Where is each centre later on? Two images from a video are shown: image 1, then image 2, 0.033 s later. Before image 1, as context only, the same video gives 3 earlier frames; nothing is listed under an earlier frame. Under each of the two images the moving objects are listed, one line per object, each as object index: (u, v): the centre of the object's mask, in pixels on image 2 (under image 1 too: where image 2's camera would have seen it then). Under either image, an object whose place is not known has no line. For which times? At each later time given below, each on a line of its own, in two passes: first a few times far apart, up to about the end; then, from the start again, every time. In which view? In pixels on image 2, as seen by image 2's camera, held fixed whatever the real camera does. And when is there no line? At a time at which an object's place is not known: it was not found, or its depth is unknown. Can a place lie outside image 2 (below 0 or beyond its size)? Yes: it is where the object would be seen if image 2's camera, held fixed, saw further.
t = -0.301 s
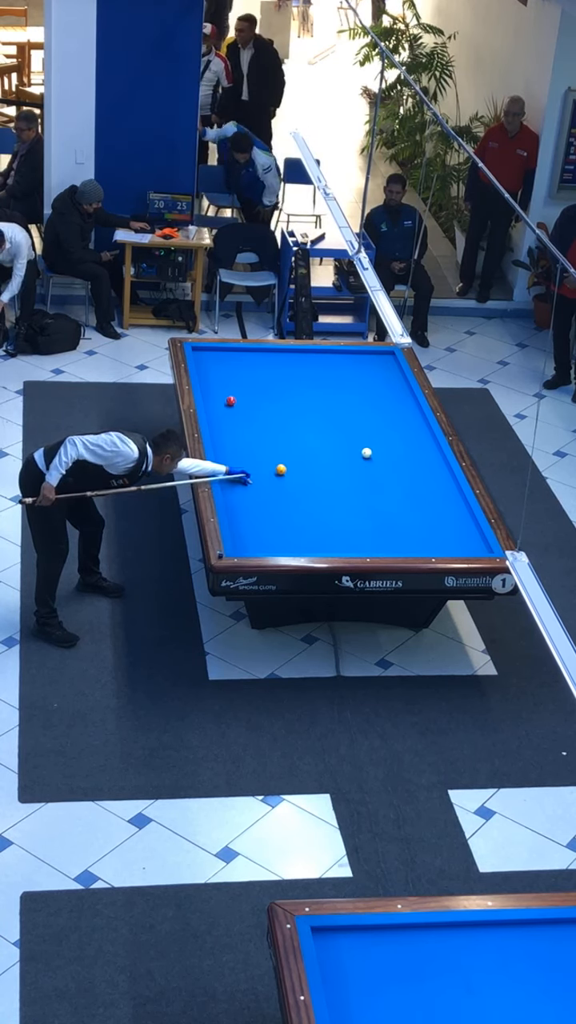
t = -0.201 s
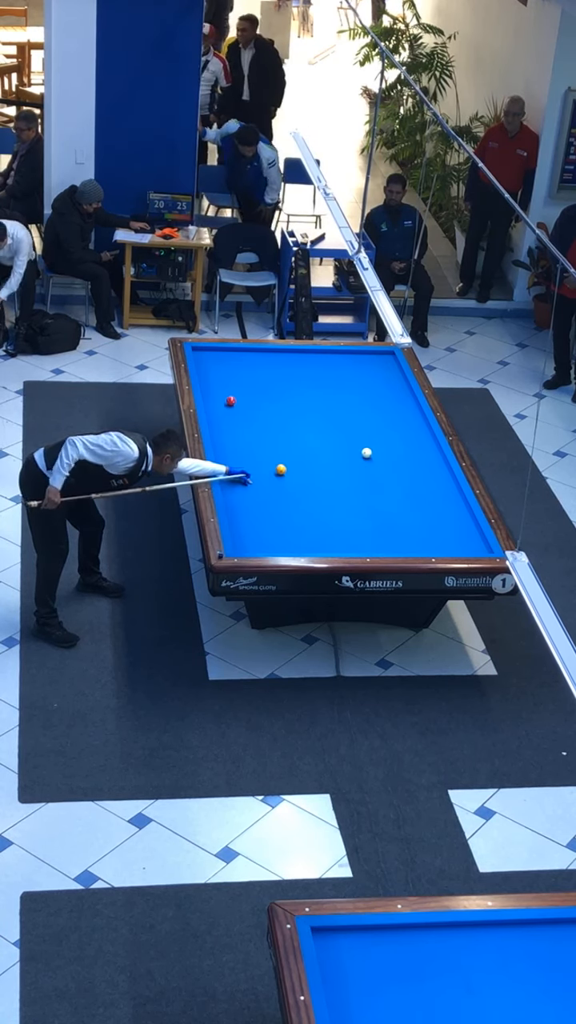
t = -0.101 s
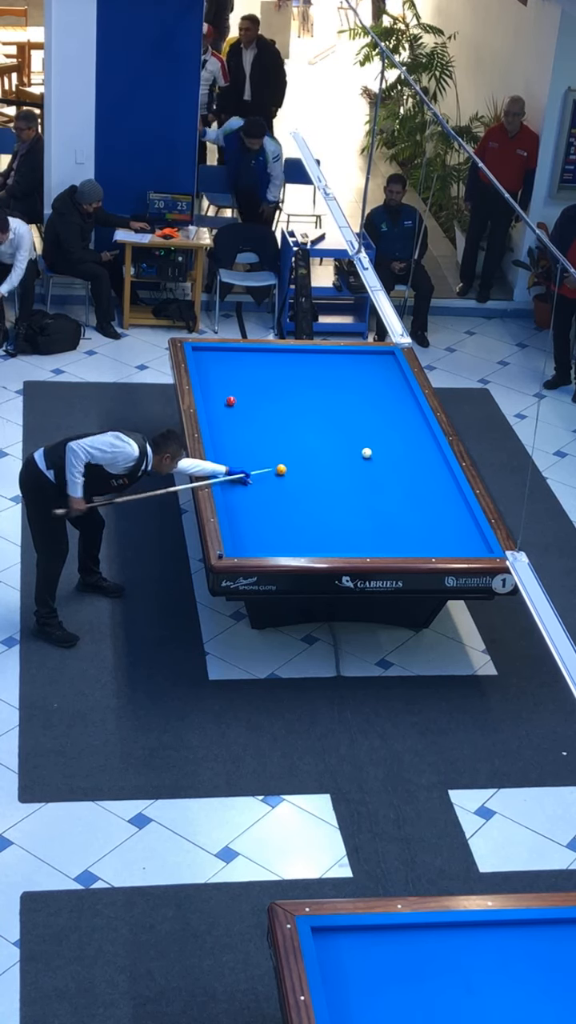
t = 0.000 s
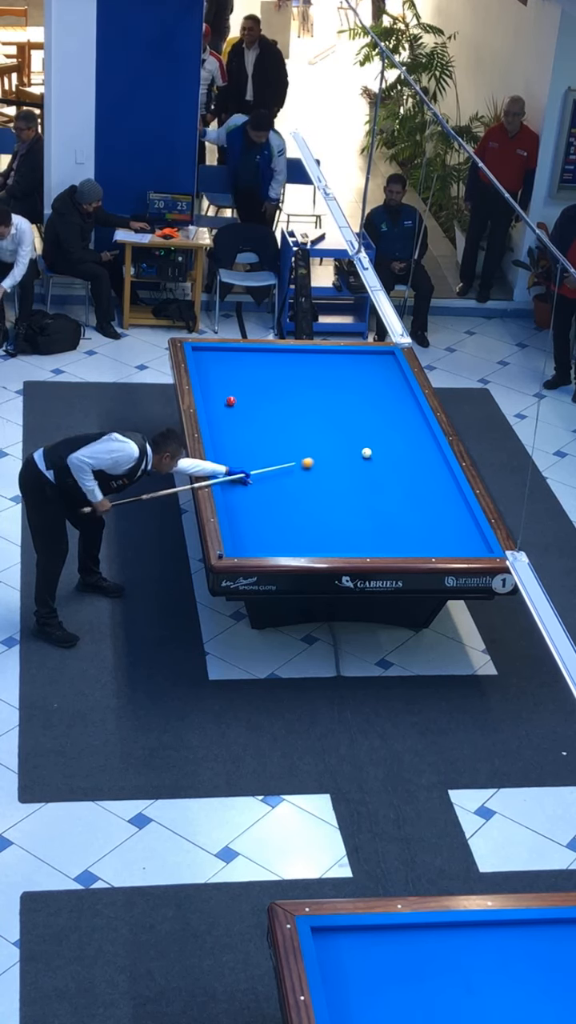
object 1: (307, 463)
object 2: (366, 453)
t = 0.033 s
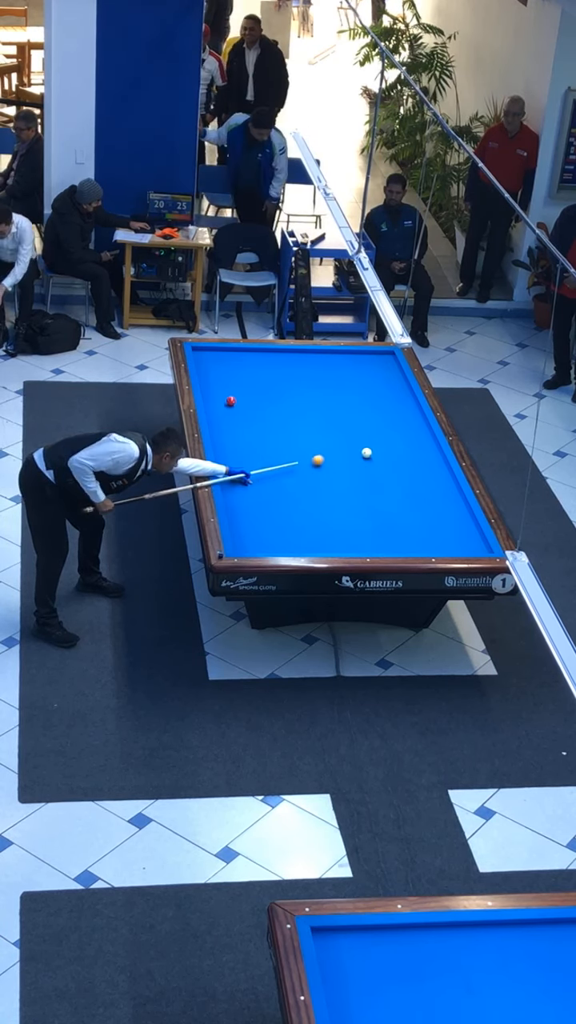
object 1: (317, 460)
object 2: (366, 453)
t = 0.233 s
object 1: (365, 443)
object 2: (379, 456)
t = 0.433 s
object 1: (394, 423)
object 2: (409, 462)
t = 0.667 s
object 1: (405, 402)
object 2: (439, 468)
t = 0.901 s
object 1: (374, 385)
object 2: (436, 472)
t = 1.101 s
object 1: (350, 372)
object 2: (425, 475)
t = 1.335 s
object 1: (324, 357)
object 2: (412, 479)
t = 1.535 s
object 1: (305, 355)
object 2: (401, 481)
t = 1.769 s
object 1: (286, 363)
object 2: (389, 485)
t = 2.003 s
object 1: (266, 371)
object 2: (377, 488)
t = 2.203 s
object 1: (249, 378)
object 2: (366, 491)
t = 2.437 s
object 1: (228, 386)
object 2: (354, 493)
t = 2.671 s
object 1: (208, 394)
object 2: (343, 496)
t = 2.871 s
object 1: (216, 401)
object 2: (333, 499)
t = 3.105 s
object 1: (231, 409)
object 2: (322, 502)
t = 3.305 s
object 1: (243, 417)
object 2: (313, 504)
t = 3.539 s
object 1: (257, 425)
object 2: (302, 507)
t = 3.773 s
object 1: (272, 434)
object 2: (292, 509)
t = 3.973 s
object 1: (284, 441)
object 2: (283, 512)
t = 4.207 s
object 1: (299, 449)
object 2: (273, 514)
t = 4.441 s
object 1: (313, 458)
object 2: (264, 516)
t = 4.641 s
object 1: (325, 465)
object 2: (256, 518)
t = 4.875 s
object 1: (339, 473)
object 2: (247, 521)
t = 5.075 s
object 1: (351, 480)
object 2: (240, 522)
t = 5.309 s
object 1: (365, 489)
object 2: (234, 524)
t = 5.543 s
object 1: (379, 497)
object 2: (239, 525)
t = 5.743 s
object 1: (390, 504)
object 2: (242, 527)
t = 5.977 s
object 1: (404, 512)
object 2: (247, 528)
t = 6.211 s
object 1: (417, 520)
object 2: (250, 529)
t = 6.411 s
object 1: (429, 527)
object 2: (253, 529)
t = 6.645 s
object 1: (442, 535)
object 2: (256, 530)
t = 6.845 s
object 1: (453, 542)
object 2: (258, 530)
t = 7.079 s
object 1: (466, 549)
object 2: (260, 531)
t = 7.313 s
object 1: (473, 548)
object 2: (262, 531)
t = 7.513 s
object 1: (478, 545)
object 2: (263, 531)
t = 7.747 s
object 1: (481, 541)
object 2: (263, 532)
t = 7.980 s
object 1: (476, 538)
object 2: (263, 532)
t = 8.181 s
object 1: (471, 535)
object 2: (263, 532)
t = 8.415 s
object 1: (467, 532)
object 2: (263, 532)
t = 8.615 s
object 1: (463, 530)
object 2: (263, 532)
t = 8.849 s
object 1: (458, 527)
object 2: (263, 532)
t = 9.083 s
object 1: (454, 525)
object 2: (264, 532)
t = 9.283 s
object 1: (451, 523)
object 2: (263, 532)
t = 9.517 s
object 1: (448, 521)
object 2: (263, 532)
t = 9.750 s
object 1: (445, 519)
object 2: (263, 532)
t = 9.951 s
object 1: (442, 518)
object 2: (264, 532)
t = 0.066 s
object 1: (328, 458)
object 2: (366, 453)
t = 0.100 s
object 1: (338, 455)
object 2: (366, 453)
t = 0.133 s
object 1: (348, 453)
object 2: (366, 453)
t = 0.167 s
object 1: (357, 450)
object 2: (367, 453)
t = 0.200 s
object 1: (361, 446)
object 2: (374, 454)
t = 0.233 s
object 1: (365, 443)
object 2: (379, 456)
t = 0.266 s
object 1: (369, 439)
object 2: (385, 457)
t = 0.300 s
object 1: (374, 436)
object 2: (390, 458)
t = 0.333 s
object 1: (379, 432)
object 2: (395, 459)
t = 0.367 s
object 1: (384, 429)
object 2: (400, 460)
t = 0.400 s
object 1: (389, 426)
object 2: (404, 461)
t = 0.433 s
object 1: (394, 423)
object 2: (409, 462)
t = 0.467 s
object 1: (398, 419)
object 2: (413, 462)
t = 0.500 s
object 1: (403, 416)
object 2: (417, 463)
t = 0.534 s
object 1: (408, 413)
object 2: (422, 464)
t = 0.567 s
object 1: (412, 410)
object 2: (426, 465)
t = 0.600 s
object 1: (416, 407)
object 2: (431, 466)
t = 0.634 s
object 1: (411, 404)
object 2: (435, 467)
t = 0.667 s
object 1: (405, 402)
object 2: (439, 468)
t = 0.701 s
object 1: (400, 399)
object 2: (444, 469)
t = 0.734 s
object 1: (395, 397)
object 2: (447, 470)
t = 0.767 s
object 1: (390, 395)
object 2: (444, 470)
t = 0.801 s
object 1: (386, 392)
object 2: (441, 471)
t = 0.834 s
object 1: (382, 390)
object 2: (440, 471)
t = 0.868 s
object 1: (378, 388)
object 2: (438, 472)
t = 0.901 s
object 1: (374, 385)
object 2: (436, 472)
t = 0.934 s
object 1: (370, 383)
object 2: (434, 473)
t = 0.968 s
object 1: (366, 381)
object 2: (432, 473)
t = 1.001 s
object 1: (362, 379)
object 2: (430, 474)
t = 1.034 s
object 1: (358, 376)
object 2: (428, 474)
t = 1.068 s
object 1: (354, 374)
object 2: (427, 475)
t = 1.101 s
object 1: (350, 372)
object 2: (425, 475)
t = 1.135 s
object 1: (347, 370)
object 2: (423, 476)
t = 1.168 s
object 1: (343, 368)
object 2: (421, 476)
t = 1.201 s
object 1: (339, 366)
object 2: (419, 477)
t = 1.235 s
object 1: (335, 363)
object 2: (417, 477)
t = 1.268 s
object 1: (331, 361)
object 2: (416, 478)
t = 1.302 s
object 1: (328, 359)
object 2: (414, 478)
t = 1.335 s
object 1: (324, 357)
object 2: (412, 479)
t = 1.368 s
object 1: (320, 355)
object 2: (410, 479)
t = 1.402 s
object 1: (317, 353)
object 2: (408, 480)
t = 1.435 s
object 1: (313, 351)
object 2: (407, 480)
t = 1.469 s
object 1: (311, 352)
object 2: (405, 480)
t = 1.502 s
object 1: (308, 354)
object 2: (403, 481)
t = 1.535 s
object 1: (305, 355)
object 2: (401, 481)
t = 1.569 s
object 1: (302, 357)
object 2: (399, 482)
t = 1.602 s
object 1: (299, 358)
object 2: (398, 482)
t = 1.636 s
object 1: (297, 359)
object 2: (396, 483)
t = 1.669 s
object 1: (294, 360)
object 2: (394, 483)
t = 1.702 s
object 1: (291, 361)
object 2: (392, 484)
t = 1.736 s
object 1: (288, 362)
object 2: (391, 484)
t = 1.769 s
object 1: (286, 363)
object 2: (389, 485)
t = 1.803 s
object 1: (283, 364)
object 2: (387, 485)
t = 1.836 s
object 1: (280, 366)
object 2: (385, 486)
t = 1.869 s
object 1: (277, 367)
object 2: (384, 486)
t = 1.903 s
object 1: (274, 368)
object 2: (382, 487)
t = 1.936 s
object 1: (271, 369)
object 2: (380, 487)
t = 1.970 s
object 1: (269, 370)
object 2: (378, 487)
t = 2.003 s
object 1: (266, 371)
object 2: (377, 488)
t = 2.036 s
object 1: (263, 372)
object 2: (375, 488)
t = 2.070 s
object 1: (260, 373)
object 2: (373, 489)
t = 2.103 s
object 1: (257, 375)
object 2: (371, 489)
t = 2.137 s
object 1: (254, 376)
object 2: (370, 490)
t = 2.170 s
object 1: (251, 377)
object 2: (368, 490)
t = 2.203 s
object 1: (249, 378)
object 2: (366, 491)
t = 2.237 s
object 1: (246, 379)
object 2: (364, 491)
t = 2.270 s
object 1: (243, 380)
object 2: (363, 491)
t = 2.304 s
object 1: (240, 381)
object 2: (361, 492)
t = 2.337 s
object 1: (237, 382)
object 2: (360, 492)
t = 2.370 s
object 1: (234, 384)
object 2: (358, 493)
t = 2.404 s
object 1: (231, 385)
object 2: (356, 493)
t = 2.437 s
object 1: (228, 386)
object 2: (354, 493)
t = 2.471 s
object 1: (225, 387)
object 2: (353, 494)
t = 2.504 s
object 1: (222, 388)
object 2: (351, 494)
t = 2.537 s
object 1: (219, 389)
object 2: (350, 495)
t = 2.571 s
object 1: (216, 390)
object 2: (348, 495)
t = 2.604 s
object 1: (214, 391)
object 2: (346, 496)
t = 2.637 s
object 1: (211, 393)
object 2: (345, 496)
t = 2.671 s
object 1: (208, 394)
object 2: (343, 496)
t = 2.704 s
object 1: (205, 395)
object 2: (341, 497)
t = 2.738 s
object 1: (207, 396)
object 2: (340, 497)
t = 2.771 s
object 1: (210, 398)
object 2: (338, 498)
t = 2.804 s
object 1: (212, 399)
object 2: (336, 498)
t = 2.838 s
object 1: (214, 400)
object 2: (335, 499)
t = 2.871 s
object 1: (216, 401)
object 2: (333, 499)
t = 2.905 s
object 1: (218, 402)
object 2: (332, 499)
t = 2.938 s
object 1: (220, 403)
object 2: (330, 500)
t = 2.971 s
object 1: (222, 404)
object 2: (328, 500)
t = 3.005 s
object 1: (224, 406)
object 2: (327, 501)
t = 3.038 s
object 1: (226, 407)
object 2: (325, 501)
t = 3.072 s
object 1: (228, 408)
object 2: (324, 501)
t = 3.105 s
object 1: (231, 409)
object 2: (322, 502)
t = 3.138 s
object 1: (233, 411)
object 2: (320, 502)
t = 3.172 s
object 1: (235, 412)
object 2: (319, 502)
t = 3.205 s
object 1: (237, 413)
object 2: (317, 503)
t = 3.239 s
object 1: (239, 414)
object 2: (316, 503)
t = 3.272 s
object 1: (241, 416)
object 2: (314, 504)
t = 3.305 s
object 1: (243, 417)
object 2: (313, 504)
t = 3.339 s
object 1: (245, 418)
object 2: (311, 505)
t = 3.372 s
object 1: (247, 419)
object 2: (310, 505)
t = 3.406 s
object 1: (249, 420)
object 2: (308, 505)
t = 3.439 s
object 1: (251, 421)
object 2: (307, 506)
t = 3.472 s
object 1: (253, 423)
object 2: (305, 506)
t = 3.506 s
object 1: (255, 424)
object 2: (303, 506)
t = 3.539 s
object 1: (257, 425)
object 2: (302, 507)
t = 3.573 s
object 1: (259, 426)
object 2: (301, 507)
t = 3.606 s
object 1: (262, 428)
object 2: (299, 508)
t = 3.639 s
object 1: (264, 429)
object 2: (298, 508)
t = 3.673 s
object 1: (266, 430)
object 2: (296, 508)
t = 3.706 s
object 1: (268, 431)
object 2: (294, 509)
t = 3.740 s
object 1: (270, 432)
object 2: (293, 509)
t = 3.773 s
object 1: (272, 434)
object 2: (292, 509)
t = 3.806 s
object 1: (274, 435)
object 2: (290, 510)
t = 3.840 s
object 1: (276, 436)
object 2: (289, 510)
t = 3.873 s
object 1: (278, 437)
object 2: (287, 510)
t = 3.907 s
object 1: (280, 438)
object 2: (286, 511)
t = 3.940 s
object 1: (282, 440)
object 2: (284, 511)
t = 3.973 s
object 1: (284, 441)
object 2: (283, 512)
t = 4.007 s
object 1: (286, 442)
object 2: (282, 512)
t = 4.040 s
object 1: (288, 443)
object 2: (280, 512)
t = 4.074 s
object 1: (290, 445)
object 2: (279, 513)
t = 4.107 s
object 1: (292, 446)
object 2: (277, 513)
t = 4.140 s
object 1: (294, 447)
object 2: (276, 513)
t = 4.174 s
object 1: (296, 448)
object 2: (274, 514)
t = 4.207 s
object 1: (299, 449)
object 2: (273, 514)
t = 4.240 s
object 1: (301, 450)
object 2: (272, 514)
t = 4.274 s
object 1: (302, 452)
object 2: (270, 515)
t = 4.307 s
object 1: (305, 453)
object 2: (269, 515)
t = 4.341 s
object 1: (307, 454)
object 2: (268, 515)
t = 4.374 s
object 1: (309, 455)
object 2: (266, 516)
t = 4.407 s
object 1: (311, 456)
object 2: (265, 516)
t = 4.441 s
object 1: (313, 458)
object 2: (264, 516)
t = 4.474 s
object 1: (315, 459)
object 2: (262, 517)
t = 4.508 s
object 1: (317, 460)
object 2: (261, 517)
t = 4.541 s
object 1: (319, 461)
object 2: (260, 517)
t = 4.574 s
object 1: (321, 463)
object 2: (258, 518)
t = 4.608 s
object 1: (323, 464)
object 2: (257, 518)
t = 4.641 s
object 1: (325, 465)
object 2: (256, 518)
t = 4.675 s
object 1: (327, 466)
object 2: (255, 519)
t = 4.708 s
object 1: (329, 467)
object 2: (253, 519)
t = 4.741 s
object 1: (331, 468)
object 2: (252, 519)
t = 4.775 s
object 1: (333, 470)
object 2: (251, 520)
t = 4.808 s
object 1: (335, 471)
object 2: (249, 520)
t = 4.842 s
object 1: (337, 472)
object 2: (248, 520)
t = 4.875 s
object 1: (339, 473)
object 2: (247, 521)
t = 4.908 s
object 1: (341, 474)
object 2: (246, 521)
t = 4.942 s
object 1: (343, 475)
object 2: (244, 521)
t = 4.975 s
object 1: (345, 477)
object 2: (243, 522)
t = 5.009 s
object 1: (347, 478)
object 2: (242, 522)
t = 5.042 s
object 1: (349, 479)
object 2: (241, 522)
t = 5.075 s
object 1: (351, 480)
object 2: (240, 522)
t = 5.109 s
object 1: (353, 482)
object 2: (238, 523)
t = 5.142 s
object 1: (355, 483)
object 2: (237, 523)
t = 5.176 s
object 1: (357, 484)
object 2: (236, 523)
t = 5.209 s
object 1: (359, 485)
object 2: (235, 524)
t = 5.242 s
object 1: (361, 486)
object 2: (234, 524)
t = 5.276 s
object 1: (363, 488)
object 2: (233, 524)
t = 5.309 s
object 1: (365, 489)
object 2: (234, 524)
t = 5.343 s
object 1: (367, 490)
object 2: (235, 525)
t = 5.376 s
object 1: (369, 491)
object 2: (235, 525)
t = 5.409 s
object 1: (371, 492)
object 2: (236, 525)
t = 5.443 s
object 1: (373, 494)
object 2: (237, 525)
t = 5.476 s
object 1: (375, 495)
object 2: (237, 525)
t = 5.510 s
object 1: (377, 496)
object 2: (238, 525)
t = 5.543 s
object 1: (379, 497)
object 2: (239, 525)
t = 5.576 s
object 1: (381, 498)
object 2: (239, 526)
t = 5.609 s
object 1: (383, 499)
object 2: (240, 526)
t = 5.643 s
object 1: (384, 501)
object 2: (241, 526)
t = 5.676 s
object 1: (387, 502)
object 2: (241, 526)
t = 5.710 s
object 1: (389, 503)
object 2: (242, 527)
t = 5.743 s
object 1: (390, 504)
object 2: (242, 527)
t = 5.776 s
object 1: (392, 505)
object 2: (243, 527)
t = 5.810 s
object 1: (394, 506)
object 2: (244, 527)
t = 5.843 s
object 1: (396, 507)
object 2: (244, 527)
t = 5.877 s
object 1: (398, 509)
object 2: (245, 527)
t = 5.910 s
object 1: (400, 510)
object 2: (246, 528)
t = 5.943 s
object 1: (402, 511)
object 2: (246, 528)
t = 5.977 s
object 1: (404, 512)
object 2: (247, 528)
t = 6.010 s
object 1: (406, 513)
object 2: (247, 528)
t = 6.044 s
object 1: (408, 515)
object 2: (248, 528)
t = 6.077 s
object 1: (410, 516)
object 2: (249, 528)
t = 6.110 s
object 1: (412, 517)
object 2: (249, 528)
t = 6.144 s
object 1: (413, 518)
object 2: (249, 528)
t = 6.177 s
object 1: (416, 519)
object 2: (250, 529)
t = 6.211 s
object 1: (417, 520)
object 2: (250, 529)
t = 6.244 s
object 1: (419, 522)
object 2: (251, 529)
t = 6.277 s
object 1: (421, 523)
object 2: (251, 529)
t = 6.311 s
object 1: (423, 524)
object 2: (252, 529)
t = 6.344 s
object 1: (425, 525)
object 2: (252, 529)
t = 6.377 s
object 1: (427, 526)
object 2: (253, 529)
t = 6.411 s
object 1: (429, 527)
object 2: (253, 529)
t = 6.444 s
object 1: (430, 528)
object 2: (254, 529)
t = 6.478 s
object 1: (432, 530)
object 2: (254, 530)
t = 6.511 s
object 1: (434, 531)
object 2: (255, 530)
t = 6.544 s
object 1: (436, 532)
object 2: (255, 530)
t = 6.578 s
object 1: (438, 533)
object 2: (255, 530)
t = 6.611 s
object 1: (440, 534)
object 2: (256, 530)
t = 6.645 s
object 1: (442, 535)
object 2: (256, 530)
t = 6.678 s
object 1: (444, 536)
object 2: (257, 530)
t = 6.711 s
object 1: (445, 537)
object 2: (257, 530)
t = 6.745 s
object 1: (447, 539)
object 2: (257, 530)
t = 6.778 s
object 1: (449, 540)
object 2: (258, 530)
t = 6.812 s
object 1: (451, 541)
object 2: (258, 530)
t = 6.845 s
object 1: (453, 542)
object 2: (258, 530)
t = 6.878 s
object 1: (455, 543)
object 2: (259, 530)
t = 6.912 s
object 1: (456, 544)
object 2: (259, 531)
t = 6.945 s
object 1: (458, 545)
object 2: (259, 531)
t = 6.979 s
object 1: (460, 546)
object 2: (260, 531)
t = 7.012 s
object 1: (462, 547)
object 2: (260, 531)
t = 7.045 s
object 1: (464, 548)
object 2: (260, 531)
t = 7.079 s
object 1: (466, 549)
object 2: (260, 531)
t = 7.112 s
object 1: (467, 549)
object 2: (261, 531)
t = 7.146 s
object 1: (469, 550)
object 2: (261, 531)
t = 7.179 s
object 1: (470, 549)
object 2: (261, 531)
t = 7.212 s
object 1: (471, 549)
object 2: (261, 531)
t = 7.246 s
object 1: (472, 549)
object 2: (261, 531)
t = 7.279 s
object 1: (472, 548)
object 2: (262, 531)
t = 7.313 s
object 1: (473, 548)
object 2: (262, 531)
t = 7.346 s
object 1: (474, 548)
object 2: (262, 531)
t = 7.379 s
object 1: (475, 547)
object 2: (262, 531)
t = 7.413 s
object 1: (475, 547)
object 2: (262, 531)
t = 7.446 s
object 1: (476, 547)
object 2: (262, 531)
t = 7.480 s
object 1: (477, 546)
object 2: (263, 531)
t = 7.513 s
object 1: (478, 545)
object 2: (263, 531)
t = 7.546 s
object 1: (478, 545)
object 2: (263, 531)
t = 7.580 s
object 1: (479, 544)
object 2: (263, 531)
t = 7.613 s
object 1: (480, 543)
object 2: (263, 532)
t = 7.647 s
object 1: (480, 543)
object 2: (263, 532)
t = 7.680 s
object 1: (481, 542)
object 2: (263, 532)
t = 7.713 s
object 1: (482, 542)
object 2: (263, 532)
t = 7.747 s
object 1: (481, 541)
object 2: (263, 532)
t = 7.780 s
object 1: (480, 541)
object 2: (263, 532)
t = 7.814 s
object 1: (480, 540)
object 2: (264, 532)
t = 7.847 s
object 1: (479, 540)
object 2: (264, 532)
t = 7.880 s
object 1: (478, 539)
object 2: (264, 532)
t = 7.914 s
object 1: (477, 539)
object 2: (264, 532)
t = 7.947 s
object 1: (477, 538)
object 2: (264, 532)
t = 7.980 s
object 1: (476, 538)
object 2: (263, 532)
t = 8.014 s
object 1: (475, 537)
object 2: (263, 532)
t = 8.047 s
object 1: (474, 537)
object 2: (263, 532)
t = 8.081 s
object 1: (473, 536)
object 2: (264, 532)
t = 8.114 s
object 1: (473, 536)
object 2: (263, 532)
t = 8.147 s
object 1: (472, 535)
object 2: (264, 532)
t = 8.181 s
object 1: (471, 535)
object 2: (263, 532)
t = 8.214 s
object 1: (471, 535)
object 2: (263, 532)
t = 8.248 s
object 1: (470, 534)
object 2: (263, 532)
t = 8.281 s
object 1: (469, 534)
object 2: (263, 532)
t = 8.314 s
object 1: (468, 533)
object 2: (263, 532)
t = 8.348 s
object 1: (468, 533)
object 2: (263, 532)
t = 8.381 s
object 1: (467, 533)
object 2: (263, 532)
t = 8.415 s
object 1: (467, 532)
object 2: (263, 532)
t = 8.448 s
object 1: (466, 532)
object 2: (263, 532)
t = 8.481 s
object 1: (465, 531)
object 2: (263, 532)
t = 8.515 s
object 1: (464, 531)
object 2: (263, 532)
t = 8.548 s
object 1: (464, 530)
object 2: (263, 532)
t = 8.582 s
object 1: (463, 530)
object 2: (263, 532)
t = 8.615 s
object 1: (463, 530)
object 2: (263, 532)
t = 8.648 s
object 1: (462, 529)
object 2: (263, 532)
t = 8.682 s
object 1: (461, 529)
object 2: (263, 532)
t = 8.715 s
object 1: (461, 529)
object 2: (263, 532)
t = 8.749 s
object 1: (460, 528)
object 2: (263, 532)
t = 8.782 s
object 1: (460, 528)
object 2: (263, 532)
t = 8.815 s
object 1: (459, 528)
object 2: (263, 532)
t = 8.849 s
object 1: (458, 527)
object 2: (263, 532)
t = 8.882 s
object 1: (458, 526)
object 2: (263, 532)
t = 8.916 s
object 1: (457, 526)
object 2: (263, 532)
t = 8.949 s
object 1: (457, 526)
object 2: (263, 532)
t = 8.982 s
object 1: (456, 526)
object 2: (263, 532)
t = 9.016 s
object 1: (455, 525)
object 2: (263, 532)
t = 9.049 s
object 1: (455, 525)
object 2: (263, 532)
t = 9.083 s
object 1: (454, 525)
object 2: (264, 532)
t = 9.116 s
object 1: (454, 524)
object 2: (263, 532)
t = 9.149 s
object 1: (453, 524)
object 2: (263, 532)
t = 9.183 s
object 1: (453, 524)
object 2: (264, 532)
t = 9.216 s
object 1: (452, 524)
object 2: (264, 532)
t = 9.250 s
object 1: (452, 523)
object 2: (263, 532)
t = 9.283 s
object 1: (451, 523)
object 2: (263, 532)
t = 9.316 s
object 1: (451, 523)
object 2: (263, 532)
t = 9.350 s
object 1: (450, 522)
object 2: (263, 532)
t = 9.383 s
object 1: (450, 522)
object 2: (263, 532)
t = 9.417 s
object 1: (449, 522)
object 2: (263, 532)
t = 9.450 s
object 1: (449, 521)
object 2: (264, 532)
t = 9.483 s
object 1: (448, 521)
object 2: (263, 532)
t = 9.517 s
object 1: (448, 521)
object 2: (263, 532)
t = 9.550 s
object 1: (447, 521)
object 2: (263, 532)
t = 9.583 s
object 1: (447, 520)
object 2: (263, 532)
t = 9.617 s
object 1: (446, 520)
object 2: (263, 532)
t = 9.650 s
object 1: (446, 520)
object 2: (263, 532)
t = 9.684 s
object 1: (445, 520)
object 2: (263, 532)
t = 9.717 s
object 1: (445, 519)
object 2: (263, 532)
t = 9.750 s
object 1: (445, 519)
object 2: (263, 532)
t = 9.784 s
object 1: (444, 519)
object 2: (263, 532)
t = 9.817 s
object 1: (444, 519)
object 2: (264, 532)
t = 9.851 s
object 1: (444, 519)
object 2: (264, 532)
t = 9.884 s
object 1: (443, 518)
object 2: (263, 532)
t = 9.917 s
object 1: (443, 518)
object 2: (264, 532)
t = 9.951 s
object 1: (442, 518)
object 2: (264, 532)
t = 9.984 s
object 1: (442, 518)
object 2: (263, 532)
